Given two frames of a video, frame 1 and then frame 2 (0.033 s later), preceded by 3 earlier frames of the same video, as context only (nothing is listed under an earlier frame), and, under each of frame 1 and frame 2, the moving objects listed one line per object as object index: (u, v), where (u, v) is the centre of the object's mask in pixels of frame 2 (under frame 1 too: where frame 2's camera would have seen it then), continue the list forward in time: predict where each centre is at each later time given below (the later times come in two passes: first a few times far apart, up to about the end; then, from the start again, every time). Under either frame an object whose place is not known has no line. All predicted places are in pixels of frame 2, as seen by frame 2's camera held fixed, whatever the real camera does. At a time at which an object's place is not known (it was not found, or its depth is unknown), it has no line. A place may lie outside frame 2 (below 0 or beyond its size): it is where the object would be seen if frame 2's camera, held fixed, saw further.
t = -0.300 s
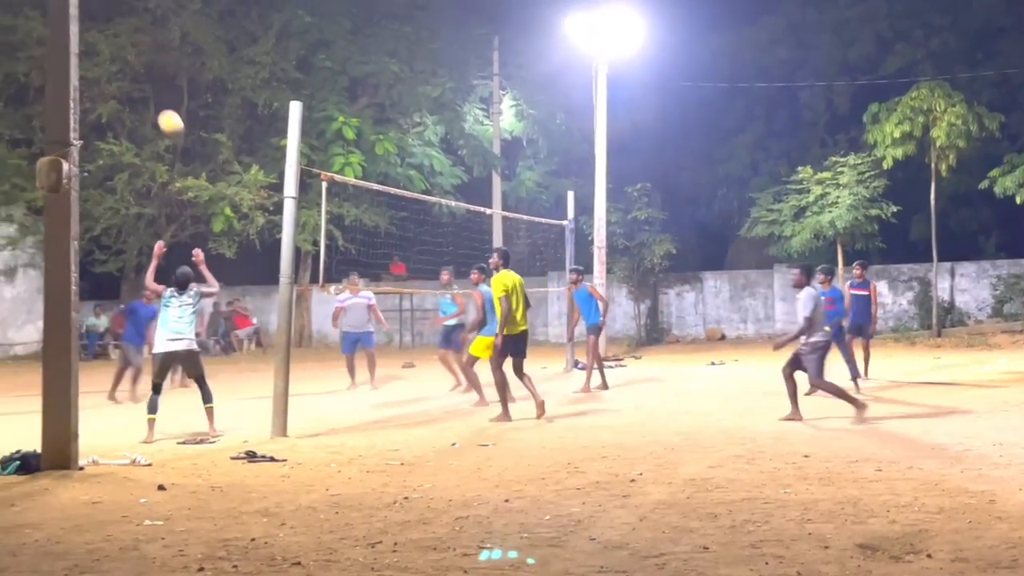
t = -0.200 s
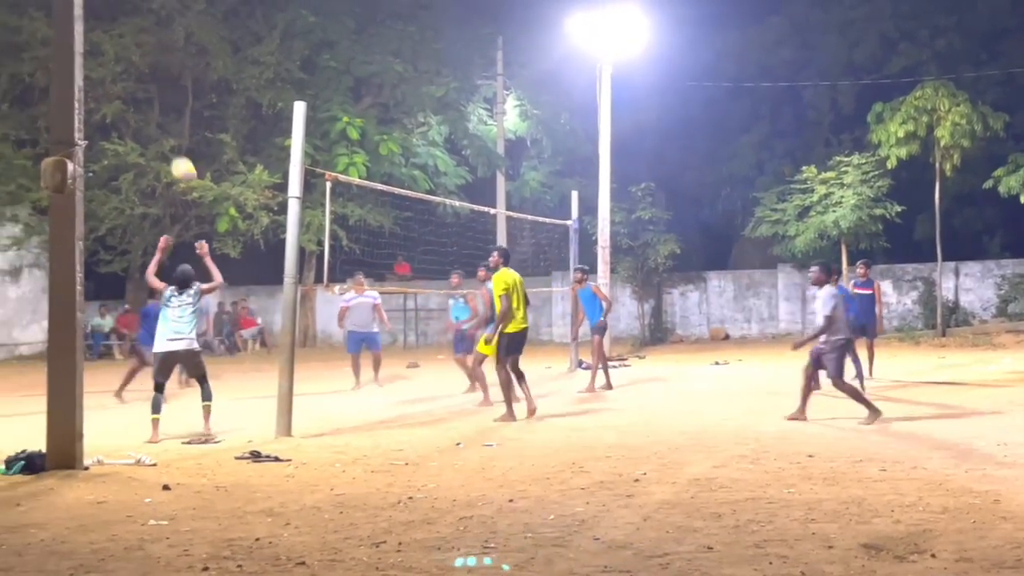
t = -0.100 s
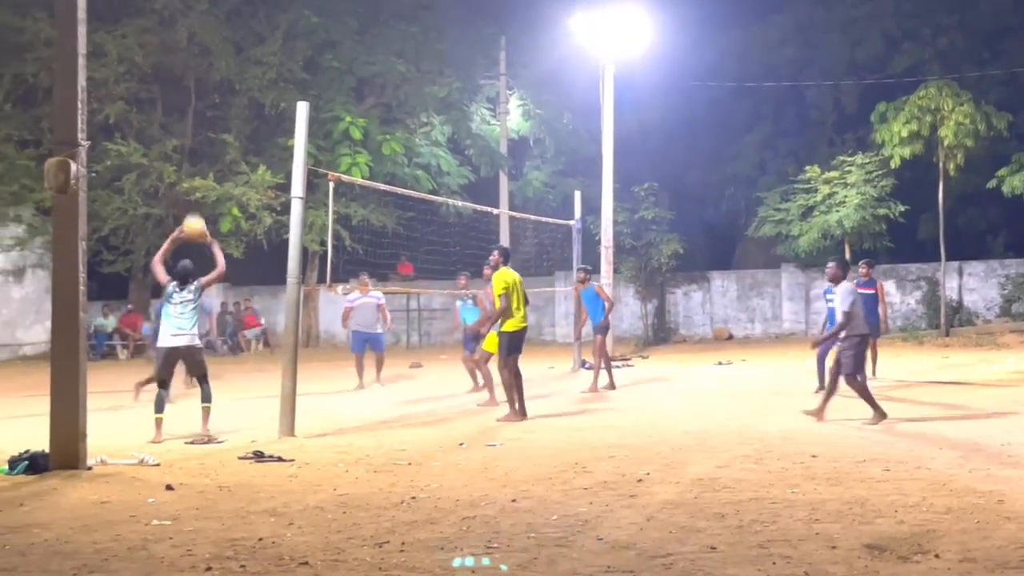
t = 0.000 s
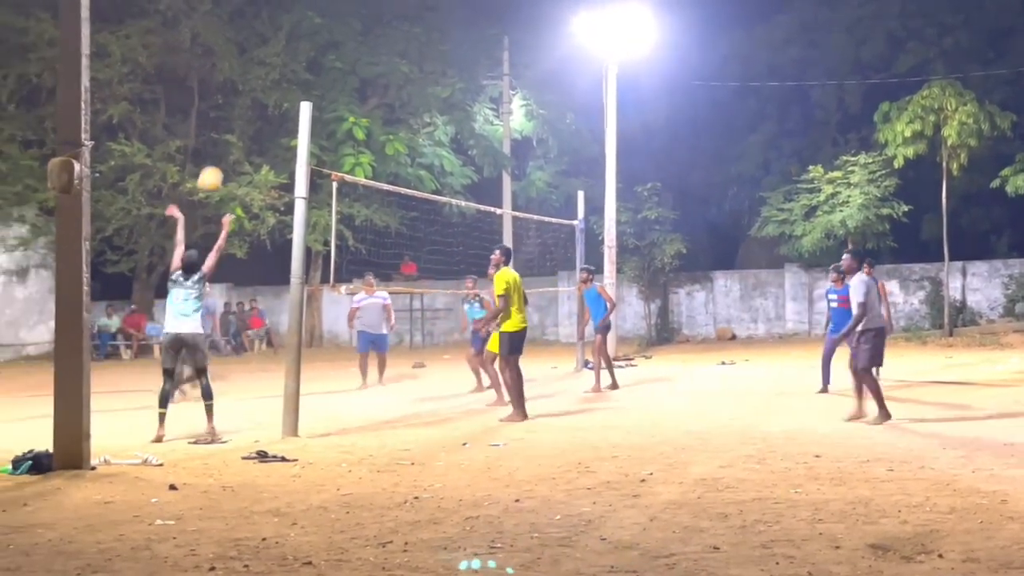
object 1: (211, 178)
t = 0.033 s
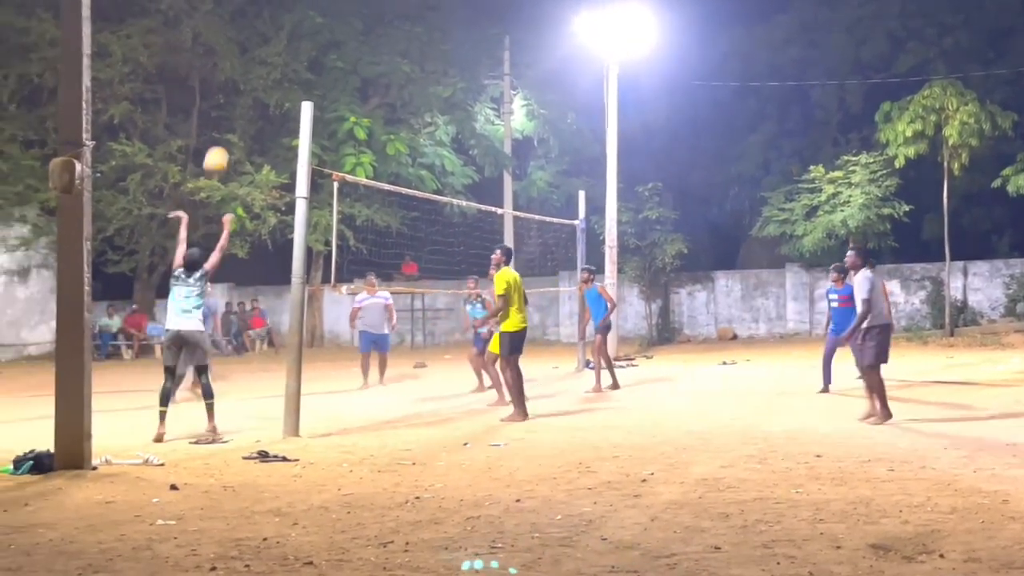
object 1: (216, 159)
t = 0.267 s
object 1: (249, 55)
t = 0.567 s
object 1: (289, 9)
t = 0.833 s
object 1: (320, 35)
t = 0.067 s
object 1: (221, 140)
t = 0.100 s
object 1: (226, 122)
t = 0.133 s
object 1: (231, 107)
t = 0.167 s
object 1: (235, 91)
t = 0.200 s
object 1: (240, 78)
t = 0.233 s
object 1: (245, 66)
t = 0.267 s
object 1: (249, 55)
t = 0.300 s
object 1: (254, 45)
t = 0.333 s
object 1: (259, 36)
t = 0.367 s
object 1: (263, 29)
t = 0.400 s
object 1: (268, 22)
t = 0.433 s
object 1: (272, 17)
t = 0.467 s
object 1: (276, 13)
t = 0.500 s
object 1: (281, 10)
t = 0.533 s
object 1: (285, 9)
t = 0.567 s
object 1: (289, 9)
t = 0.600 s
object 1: (293, 9)
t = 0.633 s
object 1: (297, 9)
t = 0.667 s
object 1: (301, 10)
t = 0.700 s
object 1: (305, 13)
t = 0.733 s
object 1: (309, 17)
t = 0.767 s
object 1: (312, 22)
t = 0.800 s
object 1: (316, 28)
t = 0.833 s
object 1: (320, 35)
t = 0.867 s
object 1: (323, 42)
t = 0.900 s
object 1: (327, 50)
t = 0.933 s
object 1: (331, 60)
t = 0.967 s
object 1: (335, 70)
